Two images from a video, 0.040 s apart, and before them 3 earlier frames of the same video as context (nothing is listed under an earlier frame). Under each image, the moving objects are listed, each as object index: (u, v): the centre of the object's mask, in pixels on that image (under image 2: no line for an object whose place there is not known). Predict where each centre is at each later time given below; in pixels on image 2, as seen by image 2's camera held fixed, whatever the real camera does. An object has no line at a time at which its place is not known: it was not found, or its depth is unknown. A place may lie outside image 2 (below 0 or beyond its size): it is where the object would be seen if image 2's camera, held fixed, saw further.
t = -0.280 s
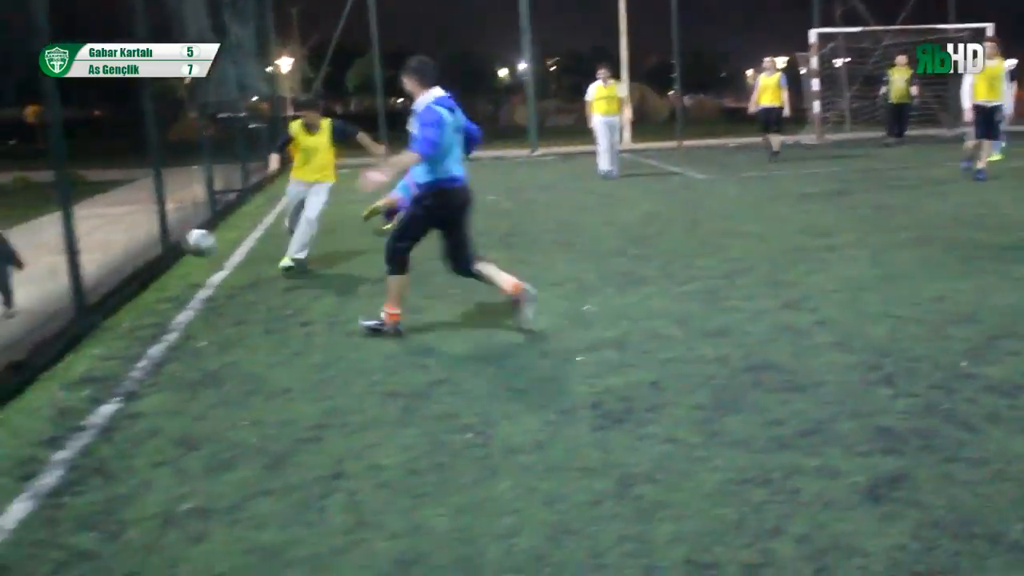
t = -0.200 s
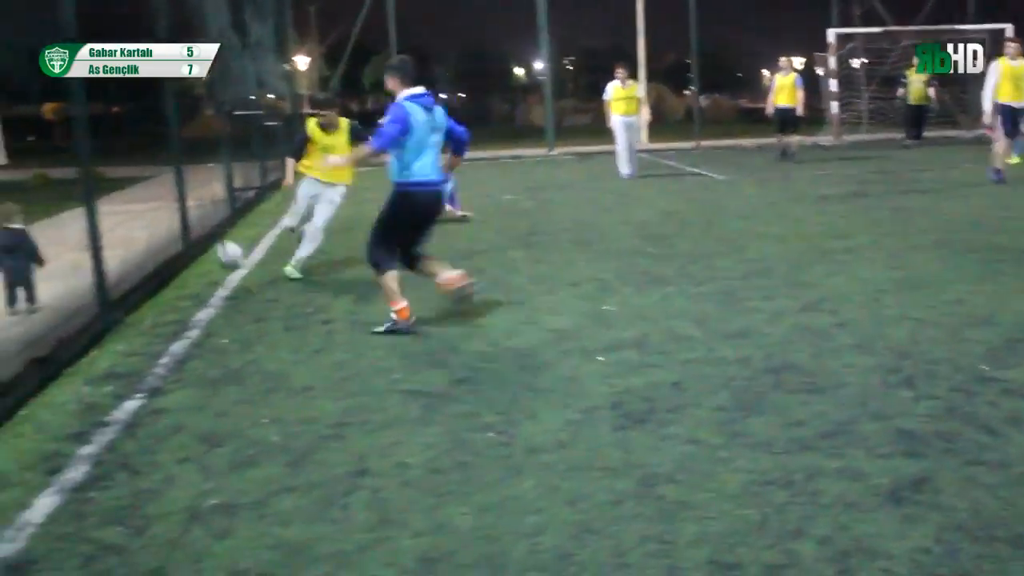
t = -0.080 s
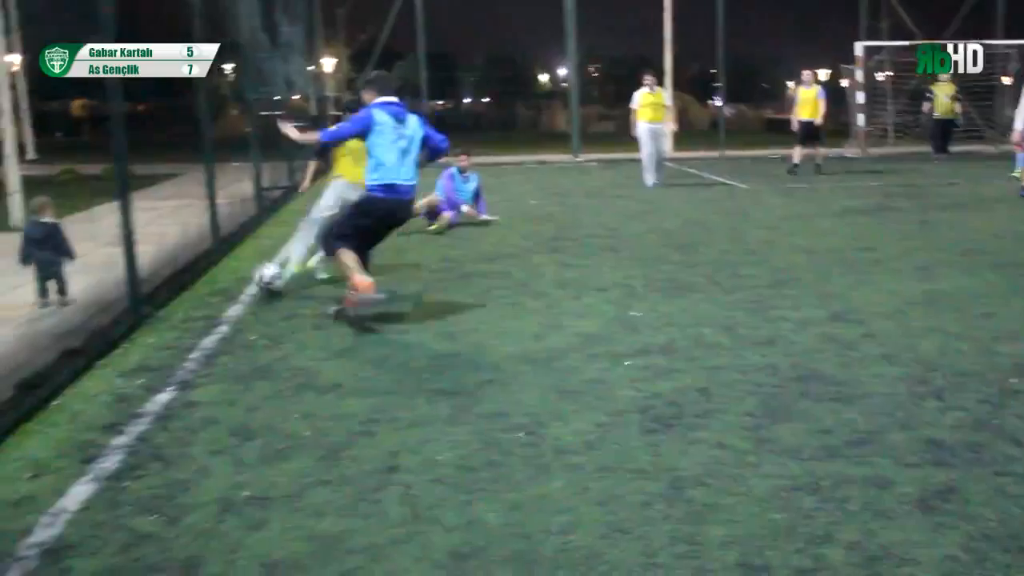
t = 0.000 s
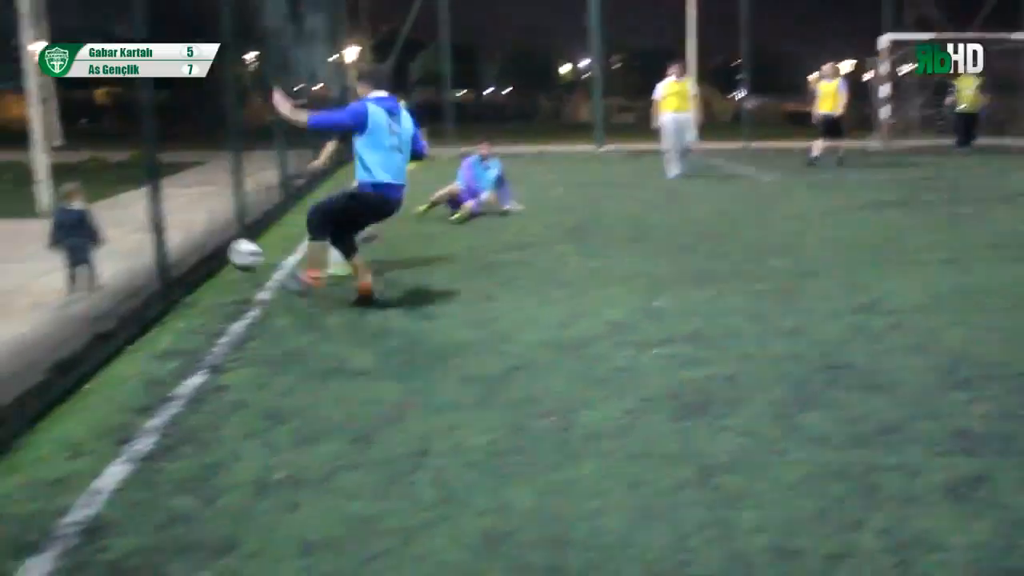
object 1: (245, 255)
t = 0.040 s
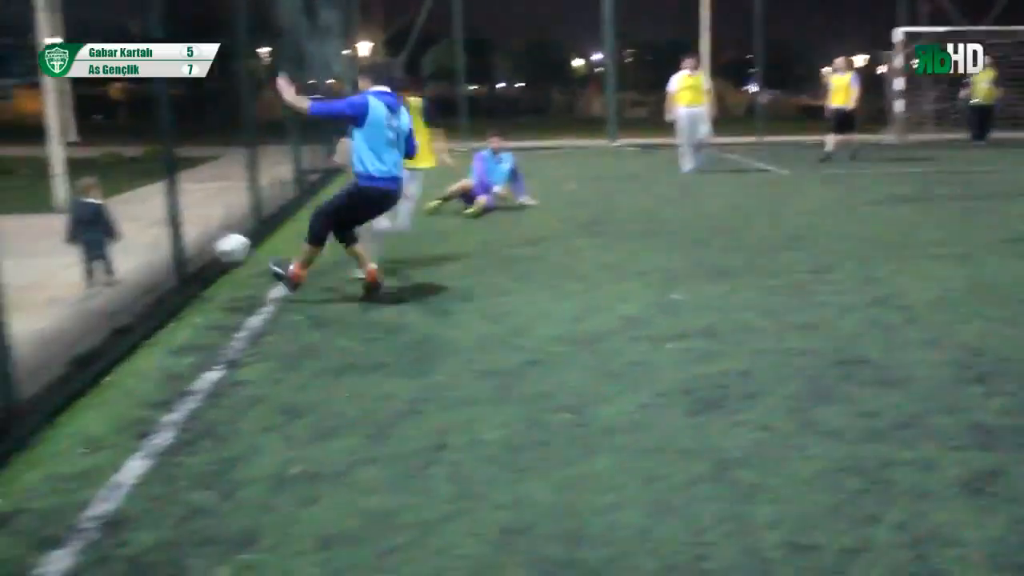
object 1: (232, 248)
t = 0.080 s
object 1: (200, 249)
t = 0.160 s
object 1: (144, 260)
